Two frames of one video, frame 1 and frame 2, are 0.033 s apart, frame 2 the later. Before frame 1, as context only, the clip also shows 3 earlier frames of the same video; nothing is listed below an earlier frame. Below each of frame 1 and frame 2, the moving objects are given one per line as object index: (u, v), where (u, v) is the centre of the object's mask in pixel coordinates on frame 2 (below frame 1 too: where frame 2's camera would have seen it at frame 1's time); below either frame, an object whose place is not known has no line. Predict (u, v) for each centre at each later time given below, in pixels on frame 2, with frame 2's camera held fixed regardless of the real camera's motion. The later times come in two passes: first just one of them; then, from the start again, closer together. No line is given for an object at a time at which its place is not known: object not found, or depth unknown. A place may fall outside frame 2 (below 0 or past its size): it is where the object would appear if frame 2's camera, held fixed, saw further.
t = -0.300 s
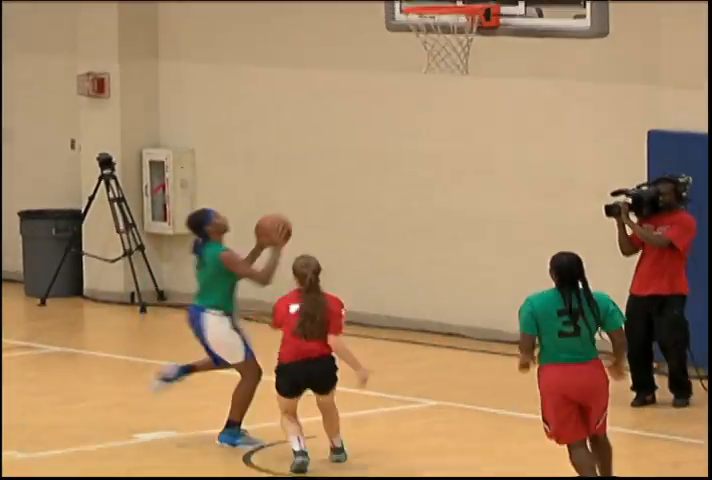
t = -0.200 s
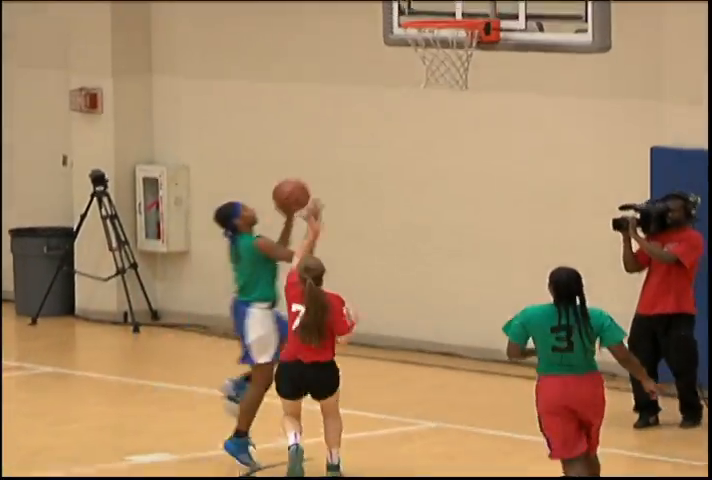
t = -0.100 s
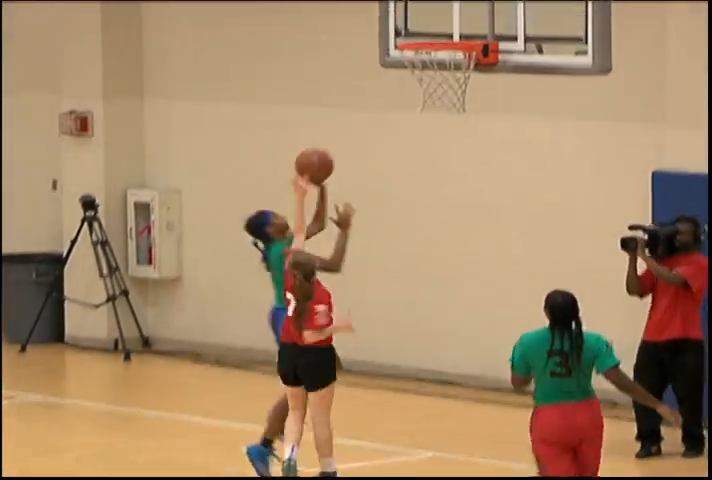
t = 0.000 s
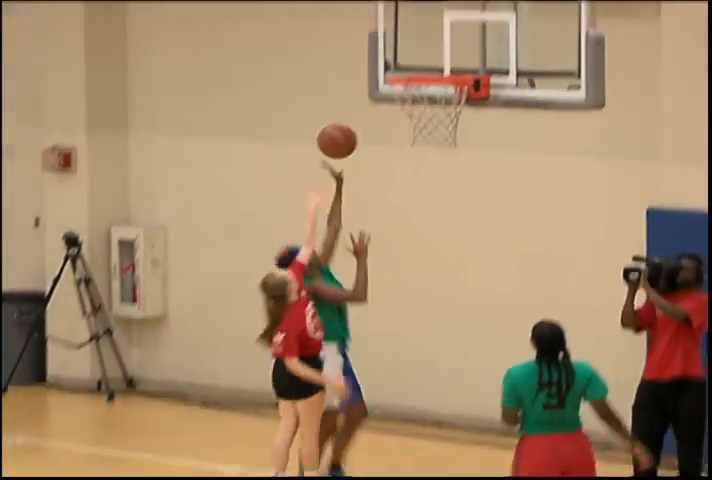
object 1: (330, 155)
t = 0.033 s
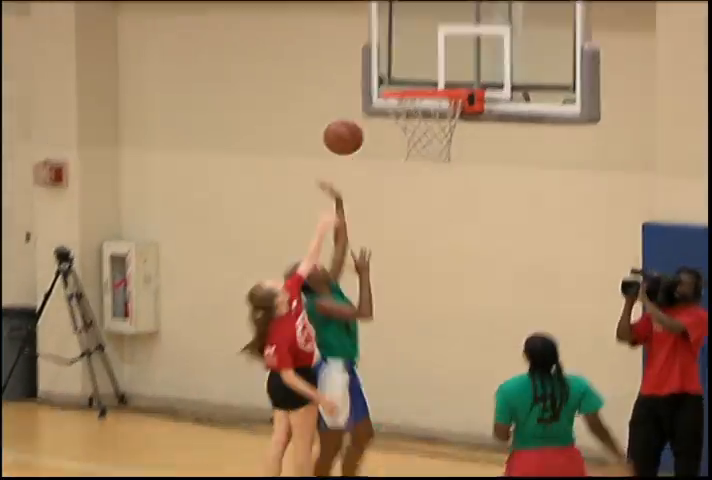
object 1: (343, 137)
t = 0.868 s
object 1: (425, 159)
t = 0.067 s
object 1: (356, 121)
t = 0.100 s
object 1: (368, 107)
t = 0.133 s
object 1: (378, 92)
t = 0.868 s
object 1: (425, 159)
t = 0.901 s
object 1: (428, 169)
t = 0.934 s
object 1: (431, 181)
